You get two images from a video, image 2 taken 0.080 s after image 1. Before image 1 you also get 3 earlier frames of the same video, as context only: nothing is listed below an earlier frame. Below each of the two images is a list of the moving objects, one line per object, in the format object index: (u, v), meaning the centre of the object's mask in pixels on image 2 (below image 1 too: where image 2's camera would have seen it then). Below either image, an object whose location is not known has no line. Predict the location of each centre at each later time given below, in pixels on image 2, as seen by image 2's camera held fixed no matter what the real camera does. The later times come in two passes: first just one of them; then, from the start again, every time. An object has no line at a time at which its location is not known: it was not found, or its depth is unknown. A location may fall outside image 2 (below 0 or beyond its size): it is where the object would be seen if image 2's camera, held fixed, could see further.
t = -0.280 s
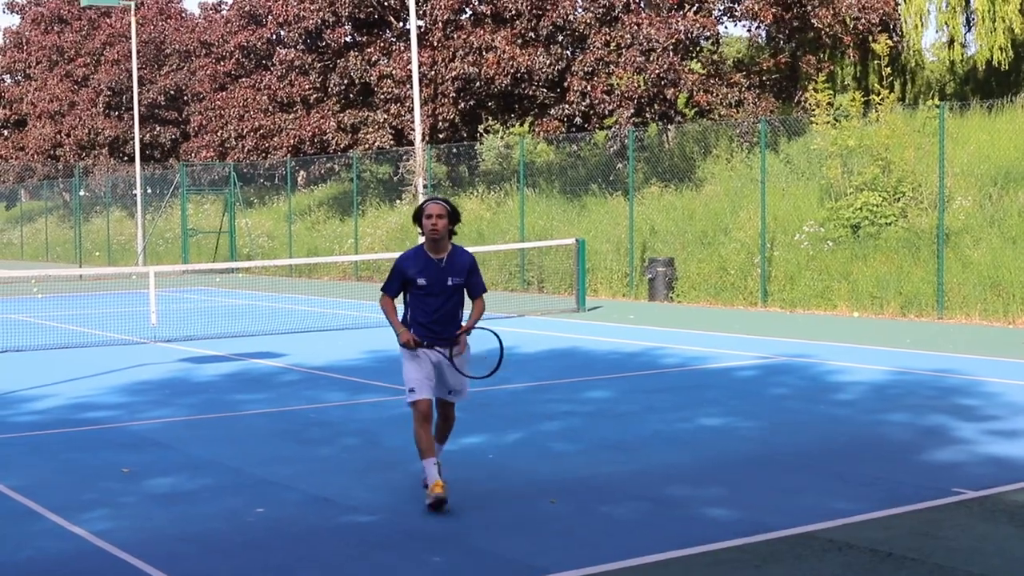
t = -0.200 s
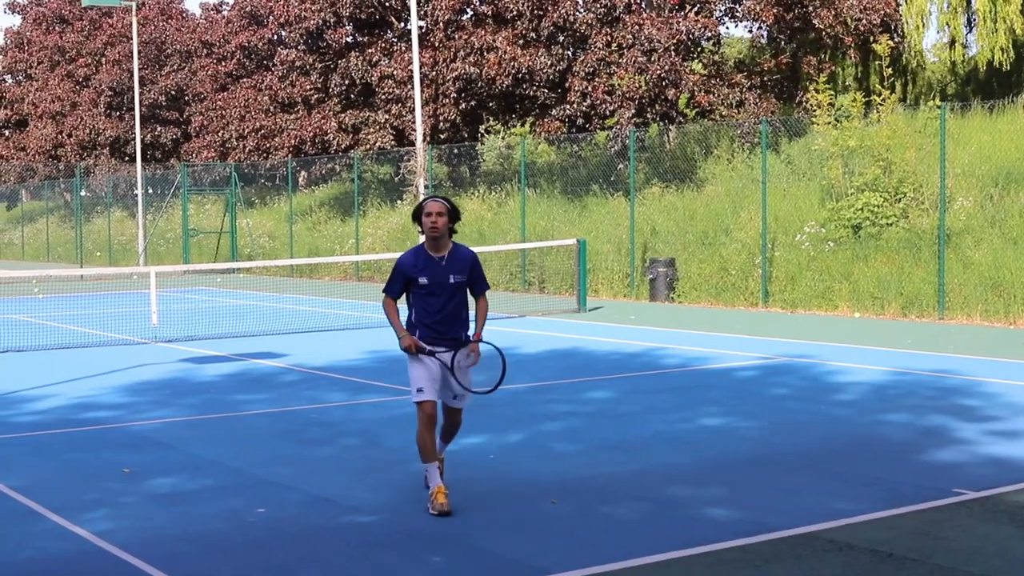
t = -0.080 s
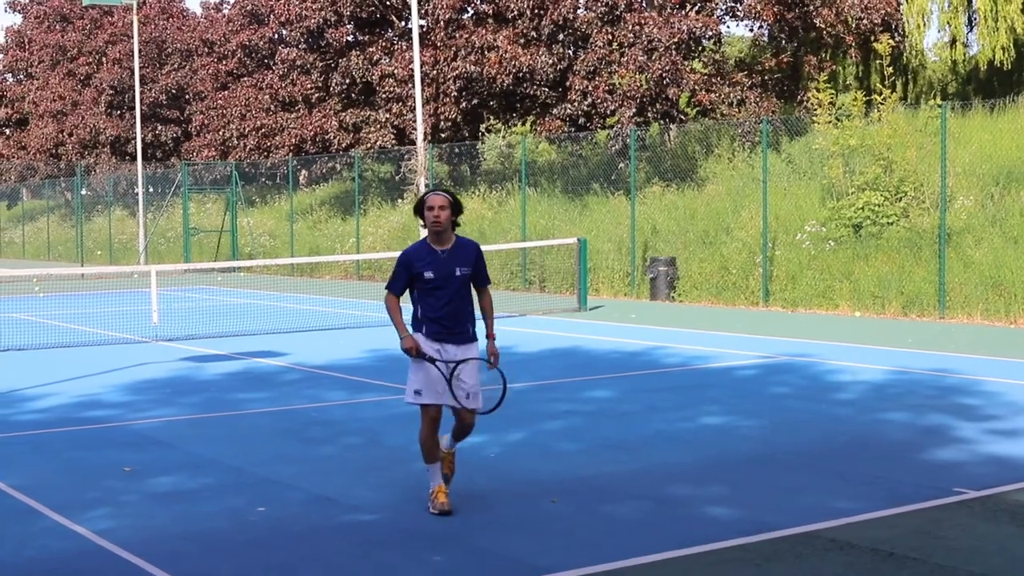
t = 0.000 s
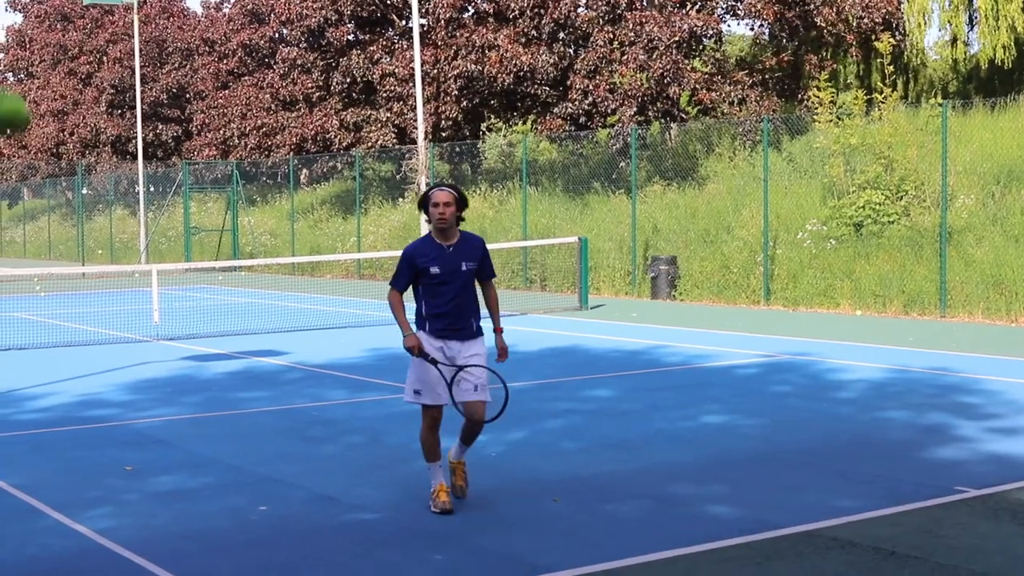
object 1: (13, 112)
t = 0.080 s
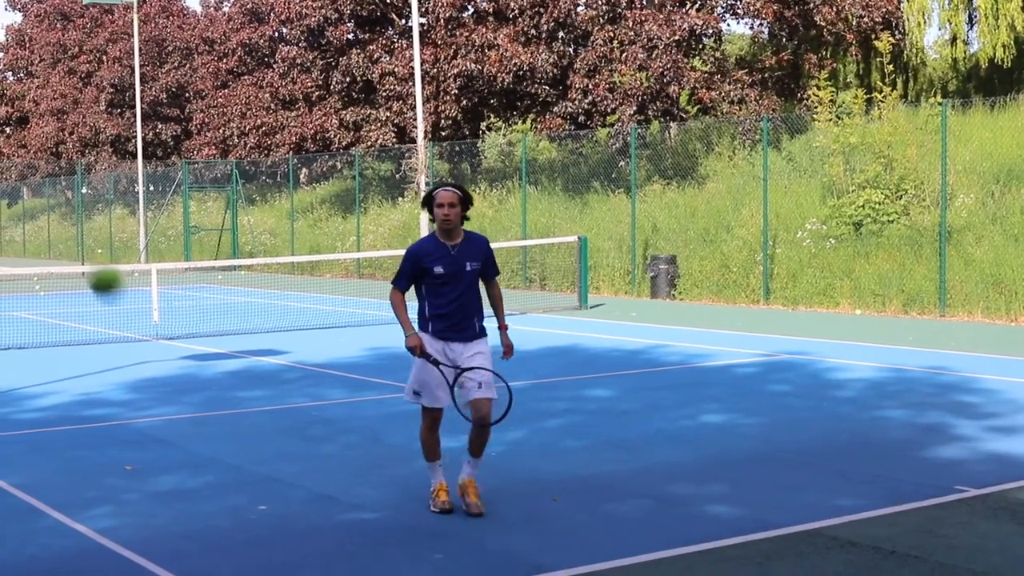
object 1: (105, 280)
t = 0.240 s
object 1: (235, 566)
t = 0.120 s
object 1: (144, 357)
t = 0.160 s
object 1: (179, 433)
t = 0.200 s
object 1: (208, 502)
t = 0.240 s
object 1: (235, 566)
